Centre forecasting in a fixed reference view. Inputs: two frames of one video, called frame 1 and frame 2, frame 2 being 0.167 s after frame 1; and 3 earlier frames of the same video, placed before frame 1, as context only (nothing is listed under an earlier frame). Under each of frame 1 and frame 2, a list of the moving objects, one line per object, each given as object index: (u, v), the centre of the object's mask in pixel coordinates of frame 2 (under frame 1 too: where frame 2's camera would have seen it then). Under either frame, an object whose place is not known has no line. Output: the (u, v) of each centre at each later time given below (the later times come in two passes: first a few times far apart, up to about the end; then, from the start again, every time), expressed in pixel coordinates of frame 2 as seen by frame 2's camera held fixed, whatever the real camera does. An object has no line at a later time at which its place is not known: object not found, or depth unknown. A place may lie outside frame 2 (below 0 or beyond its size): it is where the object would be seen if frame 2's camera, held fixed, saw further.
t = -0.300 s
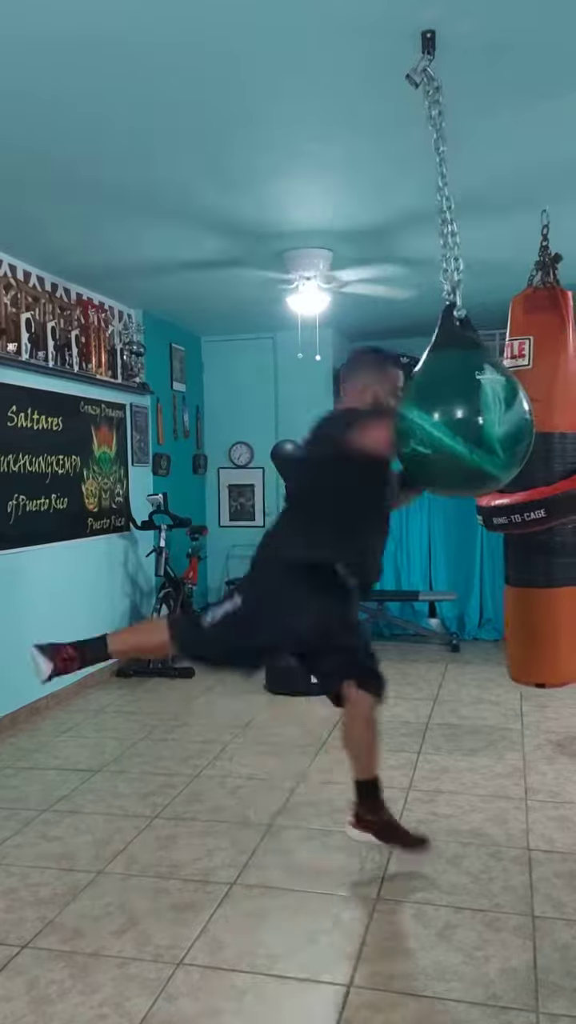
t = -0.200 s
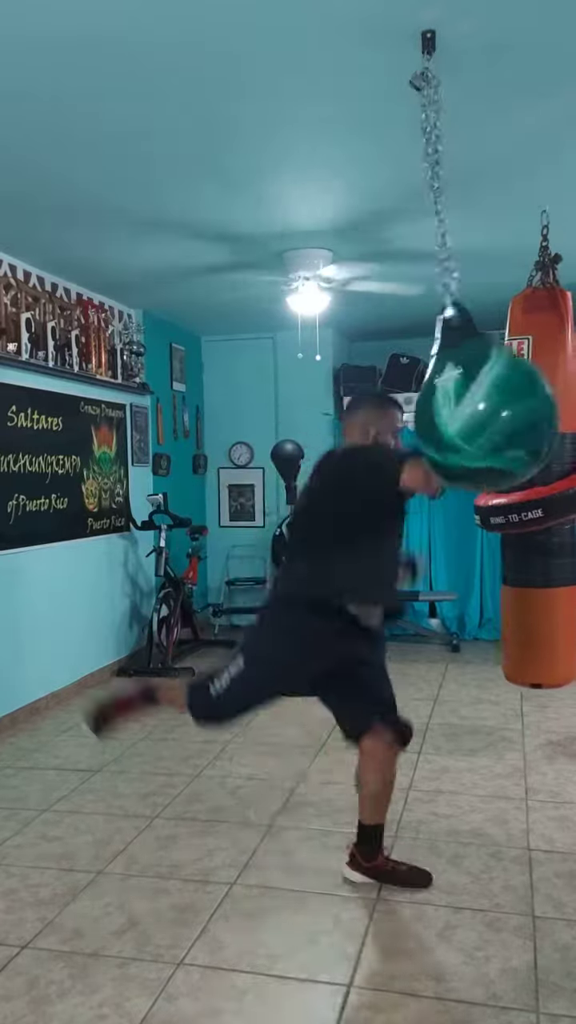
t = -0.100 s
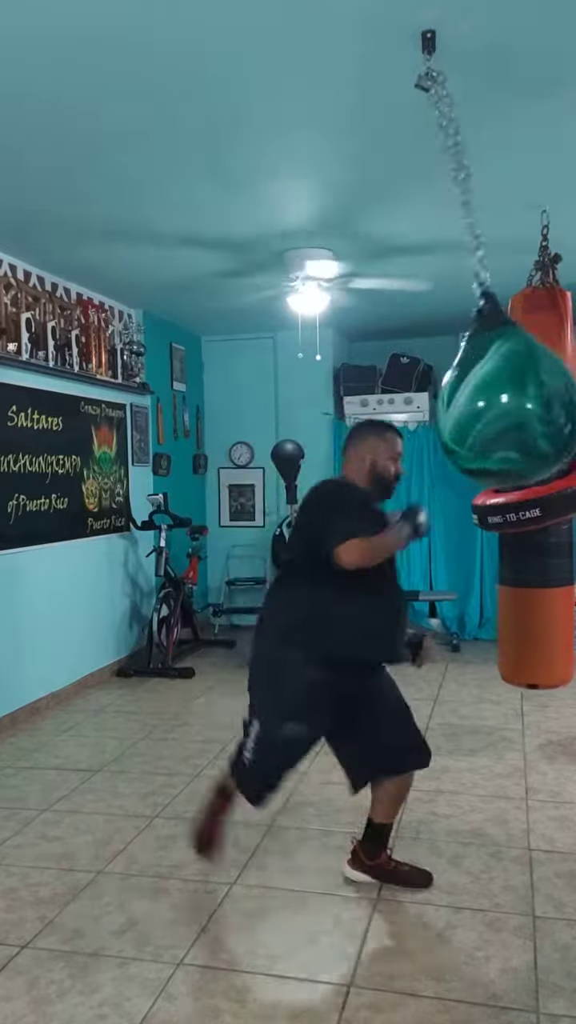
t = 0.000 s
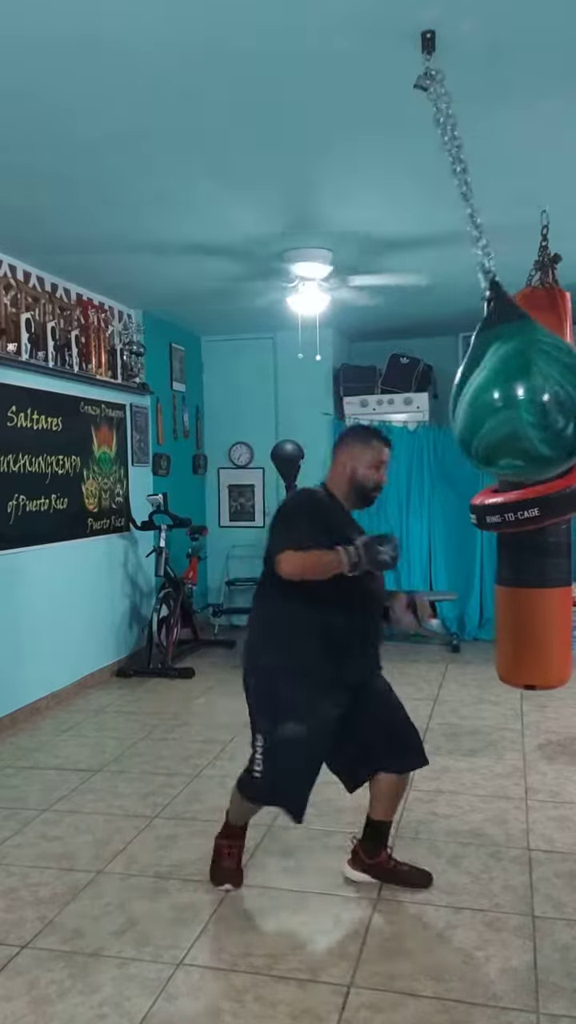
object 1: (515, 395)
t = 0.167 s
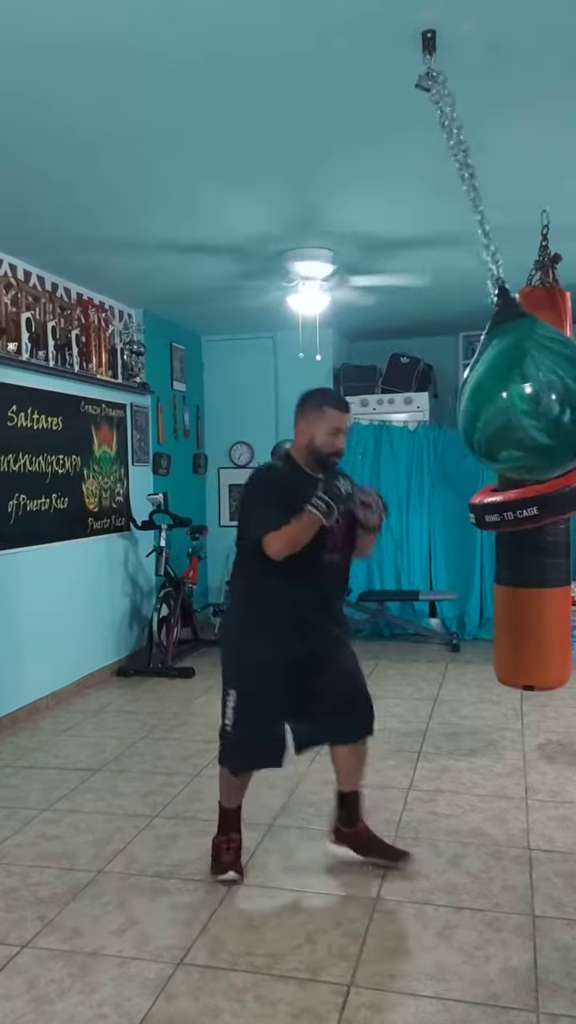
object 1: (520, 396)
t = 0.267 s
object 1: (516, 399)
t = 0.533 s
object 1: (465, 418)
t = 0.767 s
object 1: (402, 420)
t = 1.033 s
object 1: (356, 411)
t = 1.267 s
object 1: (353, 412)
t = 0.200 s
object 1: (520, 397)
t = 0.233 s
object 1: (518, 398)
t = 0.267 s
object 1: (516, 399)
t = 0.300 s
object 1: (513, 402)
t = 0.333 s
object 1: (509, 404)
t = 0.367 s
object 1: (505, 407)
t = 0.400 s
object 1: (499, 410)
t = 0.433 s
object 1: (491, 411)
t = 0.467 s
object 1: (483, 414)
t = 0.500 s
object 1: (474, 416)
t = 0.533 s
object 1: (465, 418)
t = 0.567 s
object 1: (455, 419)
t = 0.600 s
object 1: (446, 420)
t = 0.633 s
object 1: (437, 421)
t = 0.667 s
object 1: (427, 421)
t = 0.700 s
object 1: (419, 422)
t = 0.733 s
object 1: (409, 421)
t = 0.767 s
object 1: (402, 420)
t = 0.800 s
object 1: (393, 419)
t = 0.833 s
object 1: (386, 418)
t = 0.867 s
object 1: (379, 416)
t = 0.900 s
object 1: (374, 415)
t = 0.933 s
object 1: (368, 414)
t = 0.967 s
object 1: (364, 413)
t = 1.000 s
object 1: (360, 412)
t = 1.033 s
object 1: (356, 411)
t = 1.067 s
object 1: (354, 410)
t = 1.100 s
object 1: (352, 410)
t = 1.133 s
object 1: (350, 409)
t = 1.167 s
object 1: (350, 410)
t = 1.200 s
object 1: (350, 410)
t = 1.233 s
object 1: (351, 411)
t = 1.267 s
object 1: (353, 412)
